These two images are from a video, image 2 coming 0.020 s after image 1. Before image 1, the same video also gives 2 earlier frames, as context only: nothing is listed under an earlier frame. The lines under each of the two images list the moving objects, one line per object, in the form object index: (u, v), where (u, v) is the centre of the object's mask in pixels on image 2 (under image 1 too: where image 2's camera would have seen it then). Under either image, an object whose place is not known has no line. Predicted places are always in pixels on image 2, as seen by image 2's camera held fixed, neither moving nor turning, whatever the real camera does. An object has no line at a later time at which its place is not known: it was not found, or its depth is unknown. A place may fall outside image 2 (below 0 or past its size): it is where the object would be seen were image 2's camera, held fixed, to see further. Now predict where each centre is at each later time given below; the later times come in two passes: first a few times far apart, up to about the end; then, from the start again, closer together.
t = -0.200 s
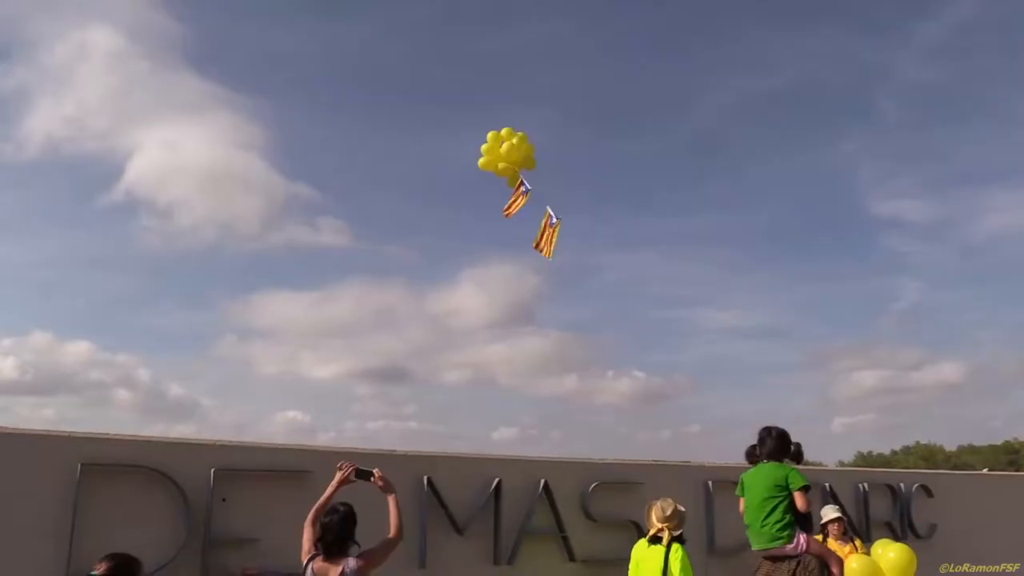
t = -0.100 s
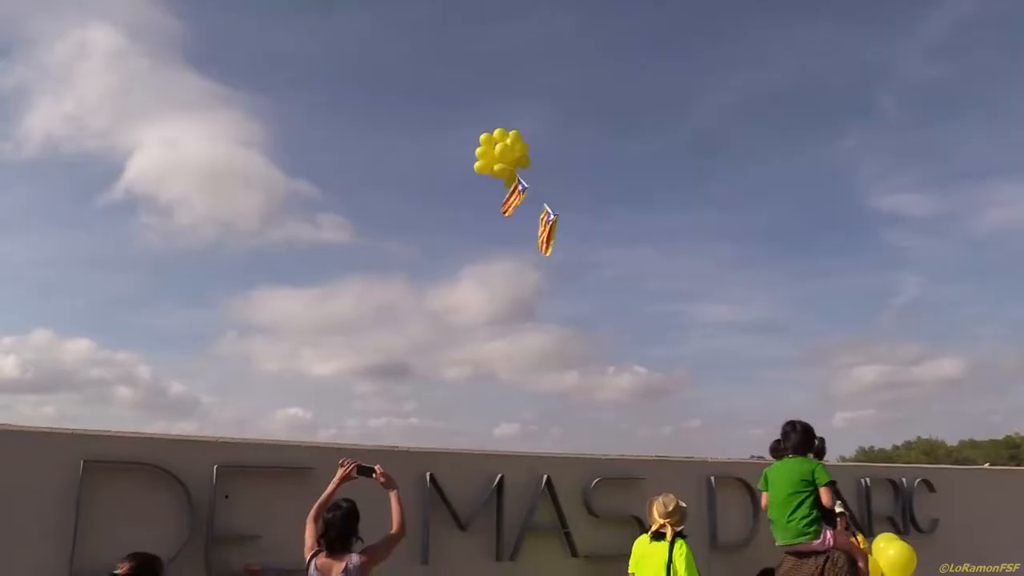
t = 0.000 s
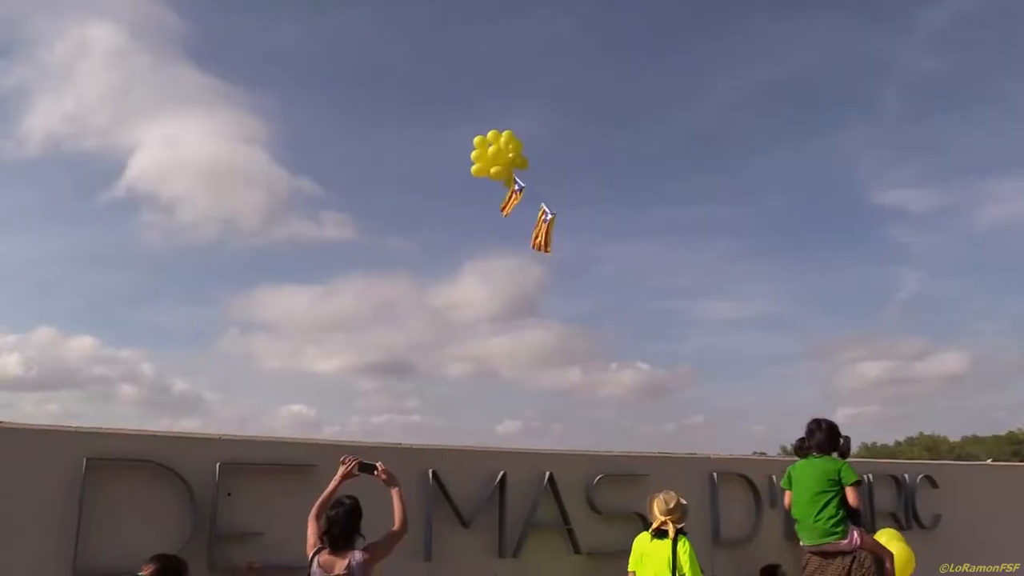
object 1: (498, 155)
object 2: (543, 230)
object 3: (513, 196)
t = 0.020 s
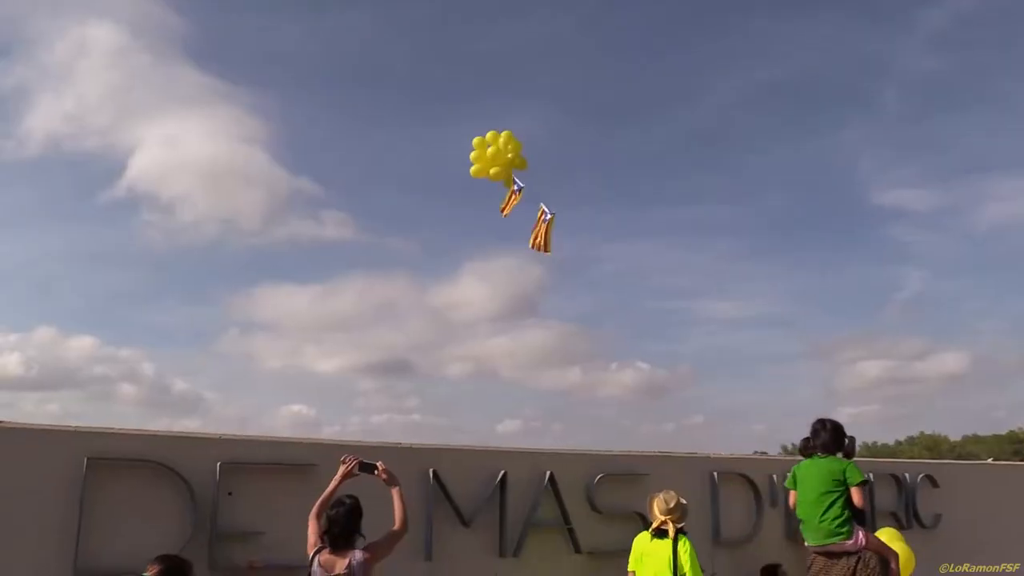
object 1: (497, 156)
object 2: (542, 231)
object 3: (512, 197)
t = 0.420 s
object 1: (472, 177)
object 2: (514, 248)
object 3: (485, 217)
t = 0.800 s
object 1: (443, 206)
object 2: (490, 270)
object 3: (459, 246)
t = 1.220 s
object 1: (414, 240)
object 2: (463, 300)
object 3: (429, 279)
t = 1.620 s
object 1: (398, 263)
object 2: (443, 330)
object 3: (410, 302)
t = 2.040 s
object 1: (390, 280)
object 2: (437, 332)
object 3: (405, 313)
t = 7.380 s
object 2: (512, 405)
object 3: (499, 391)
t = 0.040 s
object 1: (495, 157)
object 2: (541, 231)
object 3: (511, 197)
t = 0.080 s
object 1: (493, 159)
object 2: (538, 232)
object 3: (510, 199)
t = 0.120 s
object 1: (491, 161)
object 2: (536, 233)
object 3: (508, 200)
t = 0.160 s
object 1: (489, 164)
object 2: (533, 234)
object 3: (505, 203)
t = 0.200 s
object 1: (486, 165)
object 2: (531, 236)
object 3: (502, 205)
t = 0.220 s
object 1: (485, 166)
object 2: (529, 237)
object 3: (501, 206)
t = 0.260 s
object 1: (482, 168)
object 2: (527, 238)
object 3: (498, 208)
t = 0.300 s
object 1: (480, 170)
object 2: (524, 239)
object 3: (495, 211)
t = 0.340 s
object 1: (477, 173)
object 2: (521, 242)
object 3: (492, 213)
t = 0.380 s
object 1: (474, 175)
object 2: (517, 245)
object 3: (489, 215)
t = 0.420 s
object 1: (472, 177)
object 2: (514, 248)
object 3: (485, 217)
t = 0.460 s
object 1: (469, 179)
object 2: (511, 252)
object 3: (482, 220)
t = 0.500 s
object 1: (466, 182)
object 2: (508, 255)
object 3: (479, 223)
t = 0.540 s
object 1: (463, 185)
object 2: (506, 257)
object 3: (475, 225)
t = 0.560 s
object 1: (461, 187)
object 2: (506, 257)
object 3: (474, 227)
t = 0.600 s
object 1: (458, 190)
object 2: (504, 258)
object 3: (471, 231)
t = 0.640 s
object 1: (455, 193)
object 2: (503, 258)
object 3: (468, 235)
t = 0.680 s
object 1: (452, 196)
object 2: (500, 260)
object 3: (465, 238)
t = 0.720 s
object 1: (449, 200)
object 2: (497, 263)
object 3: (463, 241)
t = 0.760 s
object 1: (446, 203)
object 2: (493, 267)
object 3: (461, 243)
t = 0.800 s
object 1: (443, 206)
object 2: (490, 270)
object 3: (459, 246)
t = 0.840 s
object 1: (440, 210)
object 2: (488, 273)
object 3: (457, 249)
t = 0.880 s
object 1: (437, 213)
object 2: (486, 274)
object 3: (454, 251)
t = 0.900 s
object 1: (435, 215)
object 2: (485, 276)
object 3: (453, 253)
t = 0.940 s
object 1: (432, 218)
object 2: (482, 278)
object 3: (451, 256)
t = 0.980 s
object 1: (429, 221)
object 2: (480, 281)
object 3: (448, 259)
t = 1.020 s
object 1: (426, 224)
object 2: (476, 284)
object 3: (445, 262)
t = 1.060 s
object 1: (424, 227)
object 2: (474, 288)
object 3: (441, 265)
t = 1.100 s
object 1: (421, 231)
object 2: (471, 291)
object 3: (438, 268)
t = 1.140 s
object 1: (419, 234)
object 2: (469, 293)
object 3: (435, 271)
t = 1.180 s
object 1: (416, 237)
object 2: (466, 296)
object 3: (432, 275)
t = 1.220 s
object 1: (414, 240)
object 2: (463, 300)
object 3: (429, 279)
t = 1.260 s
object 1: (412, 243)
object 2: (460, 304)
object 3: (426, 284)
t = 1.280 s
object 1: (411, 244)
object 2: (459, 306)
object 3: (424, 286)
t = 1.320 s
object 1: (409, 246)
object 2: (456, 310)
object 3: (421, 290)
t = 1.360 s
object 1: (407, 249)
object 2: (453, 315)
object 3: (419, 293)
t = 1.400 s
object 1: (405, 251)
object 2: (450, 320)
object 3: (416, 296)
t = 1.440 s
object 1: (403, 253)
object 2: (446, 324)
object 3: (414, 299)
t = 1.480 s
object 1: (402, 255)
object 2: (443, 328)
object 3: (412, 300)
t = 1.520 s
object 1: (400, 257)
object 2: (441, 331)
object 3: (411, 300)
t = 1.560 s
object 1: (399, 260)
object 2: (441, 331)
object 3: (411, 301)
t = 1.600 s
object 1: (398, 262)
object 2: (442, 330)
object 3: (410, 301)
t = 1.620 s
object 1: (398, 263)
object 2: (443, 330)
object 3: (410, 302)
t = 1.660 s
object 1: (397, 265)
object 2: (444, 327)
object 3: (410, 303)
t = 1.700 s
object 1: (396, 268)
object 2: (443, 324)
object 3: (409, 304)
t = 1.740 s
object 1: (395, 270)
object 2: (443, 322)
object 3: (409, 305)
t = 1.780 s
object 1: (395, 273)
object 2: (442, 322)
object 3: (409, 308)
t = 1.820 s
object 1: (394, 274)
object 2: (441, 324)
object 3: (409, 309)
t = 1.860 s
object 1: (393, 276)
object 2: (440, 325)
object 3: (409, 310)
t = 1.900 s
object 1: (392, 277)
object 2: (440, 326)
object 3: (409, 310)
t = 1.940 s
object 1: (391, 278)
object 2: (439, 328)
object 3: (408, 311)
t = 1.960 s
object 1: (390, 278)
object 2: (439, 329)
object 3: (407, 311)
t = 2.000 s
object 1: (390, 279)
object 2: (438, 330)
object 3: (406, 312)
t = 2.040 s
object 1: (390, 280)
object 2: (437, 332)
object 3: (405, 313)
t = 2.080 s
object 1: (390, 280)
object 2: (436, 333)
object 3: (404, 314)
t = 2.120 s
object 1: (389, 281)
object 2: (435, 334)
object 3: (404, 314)
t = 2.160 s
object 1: (390, 281)
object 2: (435, 334)
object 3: (404, 314)
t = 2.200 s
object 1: (390, 282)
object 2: (435, 334)
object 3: (405, 313)
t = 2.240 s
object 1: (391, 283)
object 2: (436, 332)
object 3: (406, 312)
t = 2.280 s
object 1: (391, 283)
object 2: (437, 329)
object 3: (407, 312)
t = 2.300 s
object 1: (391, 284)
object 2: (438, 327)
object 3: (407, 312)
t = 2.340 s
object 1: (392, 285)
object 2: (438, 324)
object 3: (407, 314)
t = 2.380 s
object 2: (439, 323)
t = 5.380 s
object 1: (423, 362)
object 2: (452, 392)
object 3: (432, 385)
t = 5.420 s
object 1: (423, 363)
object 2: (452, 393)
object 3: (430, 386)
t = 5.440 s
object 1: (423, 363)
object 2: (452, 393)
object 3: (430, 387)
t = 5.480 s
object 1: (423, 363)
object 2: (451, 394)
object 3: (429, 387)
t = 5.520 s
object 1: (423, 363)
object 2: (450, 395)
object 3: (428, 387)
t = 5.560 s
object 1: (423, 362)
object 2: (449, 397)
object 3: (428, 387)
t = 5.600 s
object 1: (423, 362)
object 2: (449, 398)
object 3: (428, 386)
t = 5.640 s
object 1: (424, 361)
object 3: (428, 386)
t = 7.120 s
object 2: (507, 400)
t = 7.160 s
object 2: (507, 401)
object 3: (495, 389)
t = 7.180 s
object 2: (507, 402)
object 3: (495, 390)
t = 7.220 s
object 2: (508, 403)
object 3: (496, 390)
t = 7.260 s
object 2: (508, 404)
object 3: (497, 389)
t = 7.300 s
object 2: (510, 405)
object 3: (497, 390)
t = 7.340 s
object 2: (511, 405)
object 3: (498, 391)
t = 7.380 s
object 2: (512, 405)
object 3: (499, 391)
